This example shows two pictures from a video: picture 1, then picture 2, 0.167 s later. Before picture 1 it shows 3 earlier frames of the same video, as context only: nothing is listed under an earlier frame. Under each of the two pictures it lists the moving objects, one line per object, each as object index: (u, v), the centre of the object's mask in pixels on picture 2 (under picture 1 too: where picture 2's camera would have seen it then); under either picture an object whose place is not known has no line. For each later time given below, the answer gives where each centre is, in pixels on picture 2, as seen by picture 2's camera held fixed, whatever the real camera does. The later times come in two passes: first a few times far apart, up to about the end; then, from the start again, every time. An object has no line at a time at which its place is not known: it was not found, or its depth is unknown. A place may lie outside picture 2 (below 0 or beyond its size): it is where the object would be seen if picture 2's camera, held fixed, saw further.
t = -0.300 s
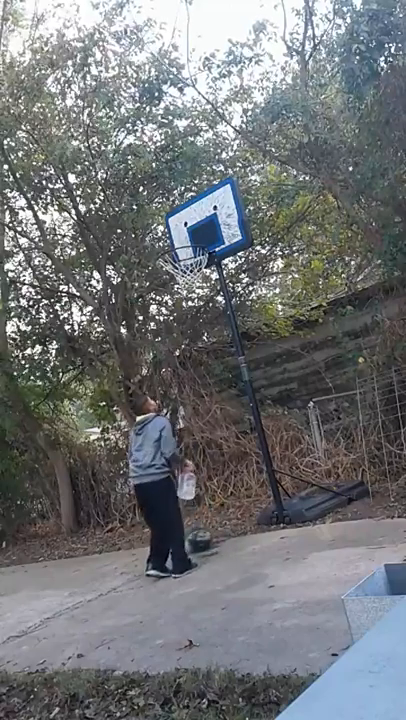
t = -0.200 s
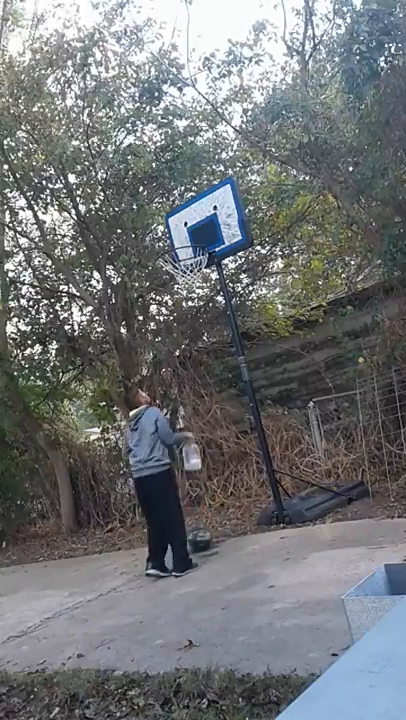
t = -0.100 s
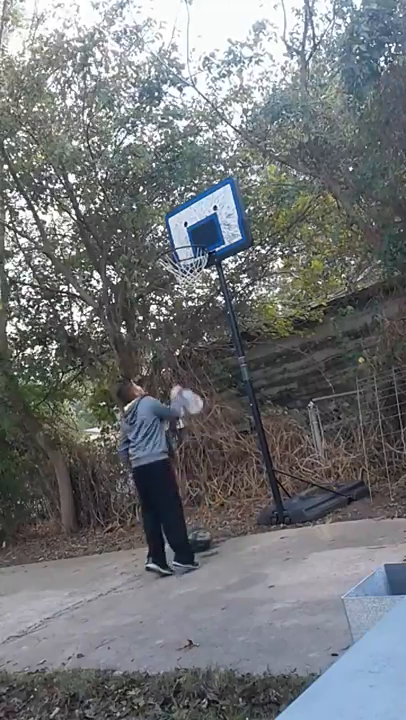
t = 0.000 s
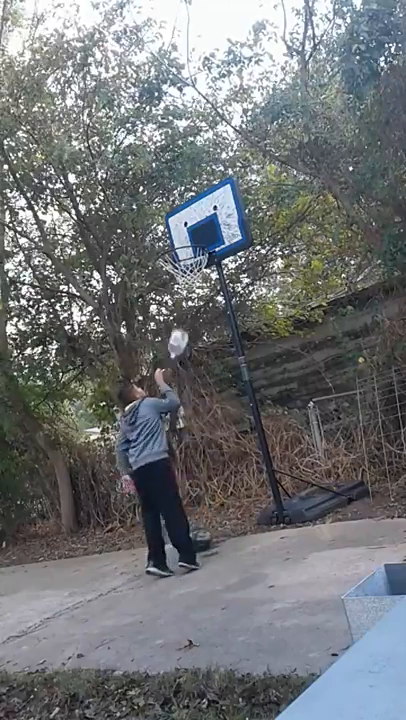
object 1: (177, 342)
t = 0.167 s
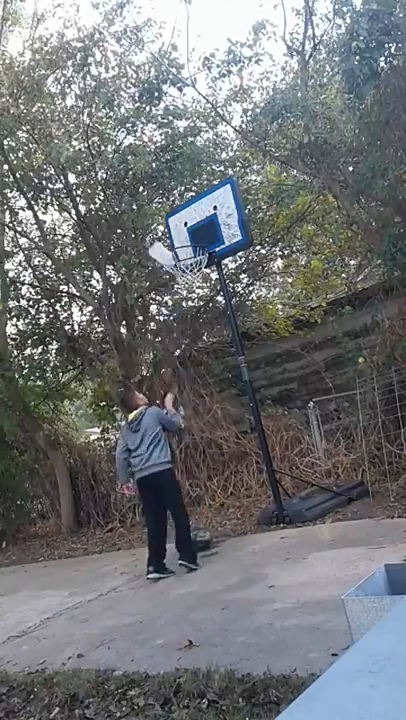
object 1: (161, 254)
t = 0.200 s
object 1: (156, 246)
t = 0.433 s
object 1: (144, 230)
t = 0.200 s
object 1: (156, 246)
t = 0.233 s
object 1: (149, 234)
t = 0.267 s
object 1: (146, 230)
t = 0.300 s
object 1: (144, 226)
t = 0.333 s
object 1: (144, 224)
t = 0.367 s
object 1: (144, 225)
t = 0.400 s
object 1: (144, 227)
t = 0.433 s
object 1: (144, 230)
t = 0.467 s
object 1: (144, 234)
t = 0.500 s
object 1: (144, 239)
